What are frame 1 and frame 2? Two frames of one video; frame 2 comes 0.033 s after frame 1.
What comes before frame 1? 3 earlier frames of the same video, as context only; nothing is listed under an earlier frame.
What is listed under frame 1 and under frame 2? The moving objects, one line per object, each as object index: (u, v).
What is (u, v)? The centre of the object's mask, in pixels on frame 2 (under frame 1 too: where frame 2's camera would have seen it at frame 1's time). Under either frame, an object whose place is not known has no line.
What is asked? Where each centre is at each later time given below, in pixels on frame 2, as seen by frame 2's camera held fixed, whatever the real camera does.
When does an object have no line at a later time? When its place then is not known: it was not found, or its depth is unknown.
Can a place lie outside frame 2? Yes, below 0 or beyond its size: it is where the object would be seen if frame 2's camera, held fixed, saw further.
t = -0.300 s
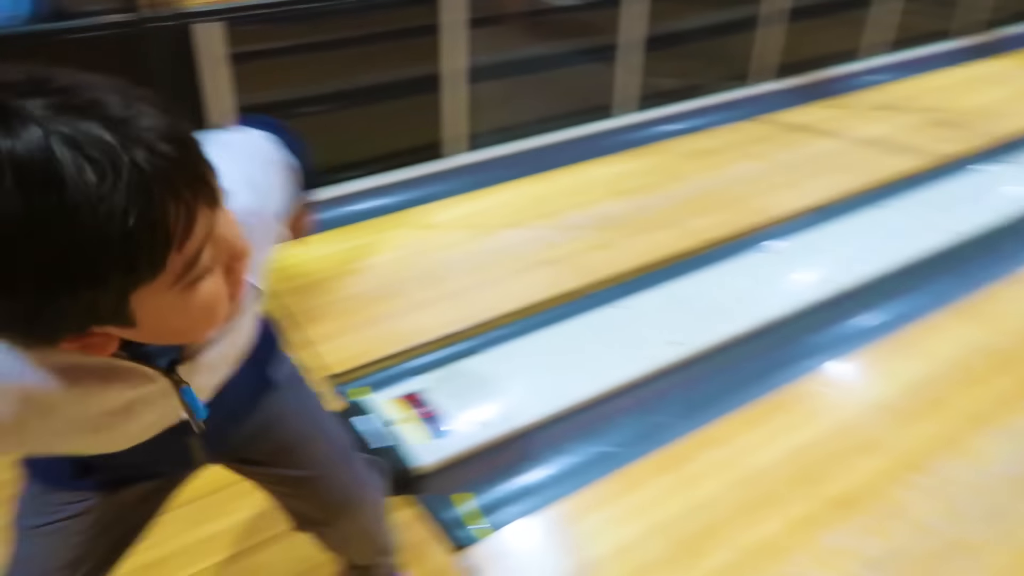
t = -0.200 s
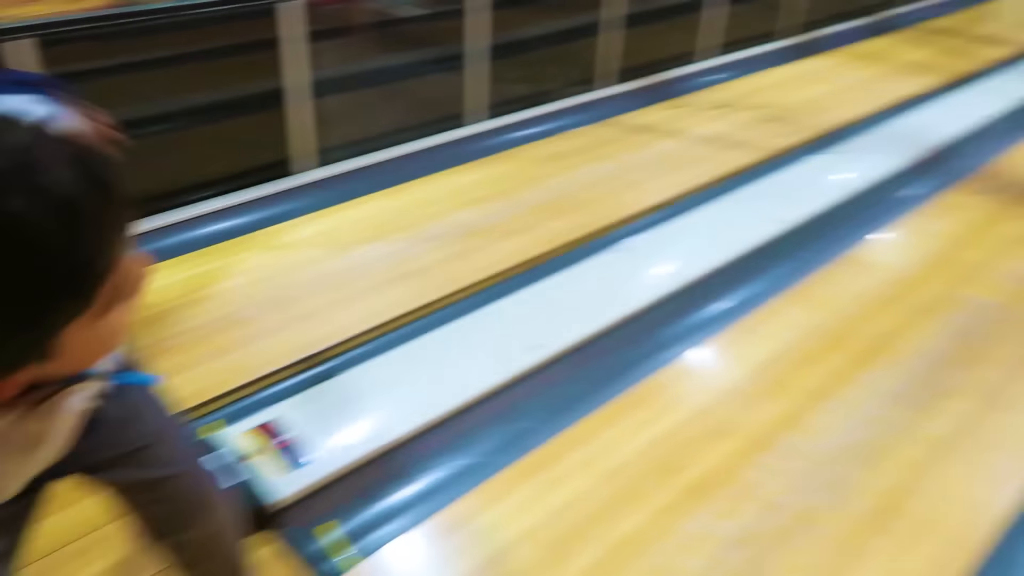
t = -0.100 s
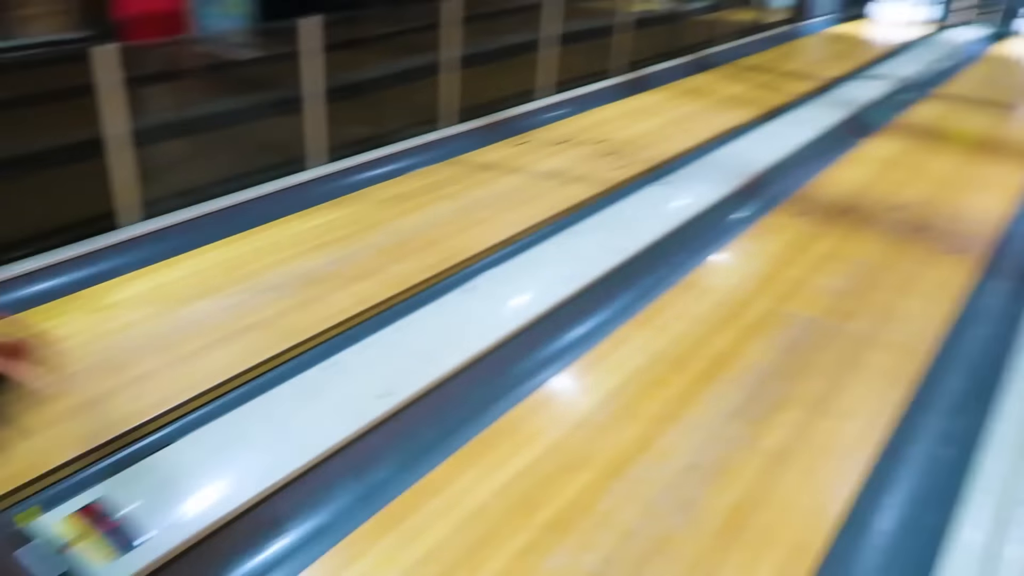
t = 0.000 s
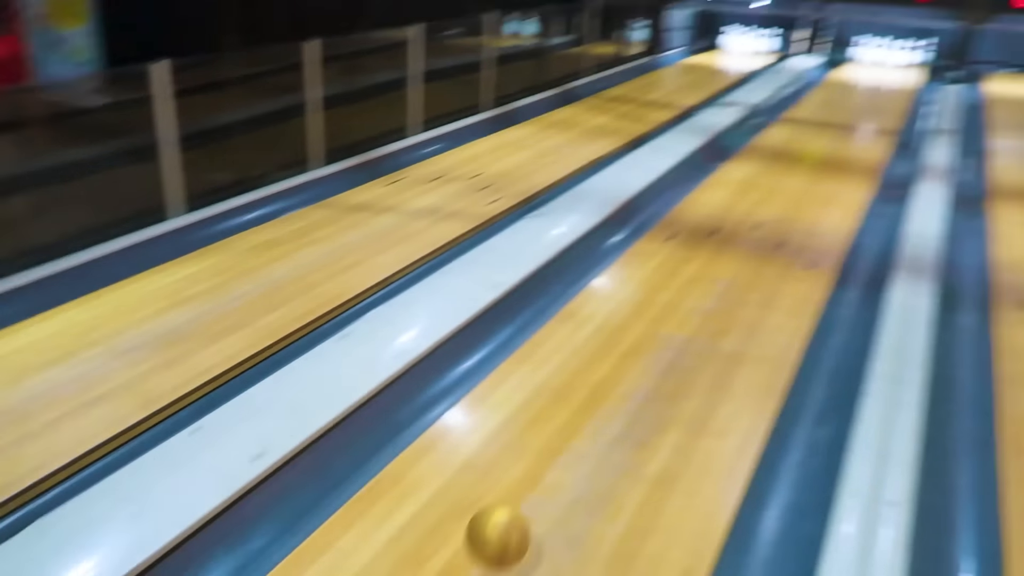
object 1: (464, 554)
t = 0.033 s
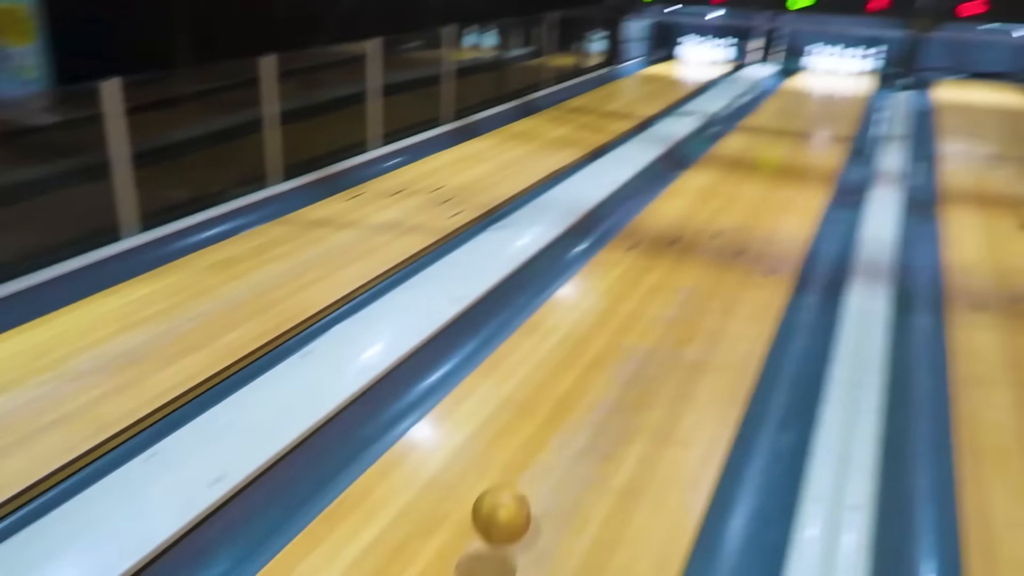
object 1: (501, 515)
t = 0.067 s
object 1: (534, 486)
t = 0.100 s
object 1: (562, 463)
